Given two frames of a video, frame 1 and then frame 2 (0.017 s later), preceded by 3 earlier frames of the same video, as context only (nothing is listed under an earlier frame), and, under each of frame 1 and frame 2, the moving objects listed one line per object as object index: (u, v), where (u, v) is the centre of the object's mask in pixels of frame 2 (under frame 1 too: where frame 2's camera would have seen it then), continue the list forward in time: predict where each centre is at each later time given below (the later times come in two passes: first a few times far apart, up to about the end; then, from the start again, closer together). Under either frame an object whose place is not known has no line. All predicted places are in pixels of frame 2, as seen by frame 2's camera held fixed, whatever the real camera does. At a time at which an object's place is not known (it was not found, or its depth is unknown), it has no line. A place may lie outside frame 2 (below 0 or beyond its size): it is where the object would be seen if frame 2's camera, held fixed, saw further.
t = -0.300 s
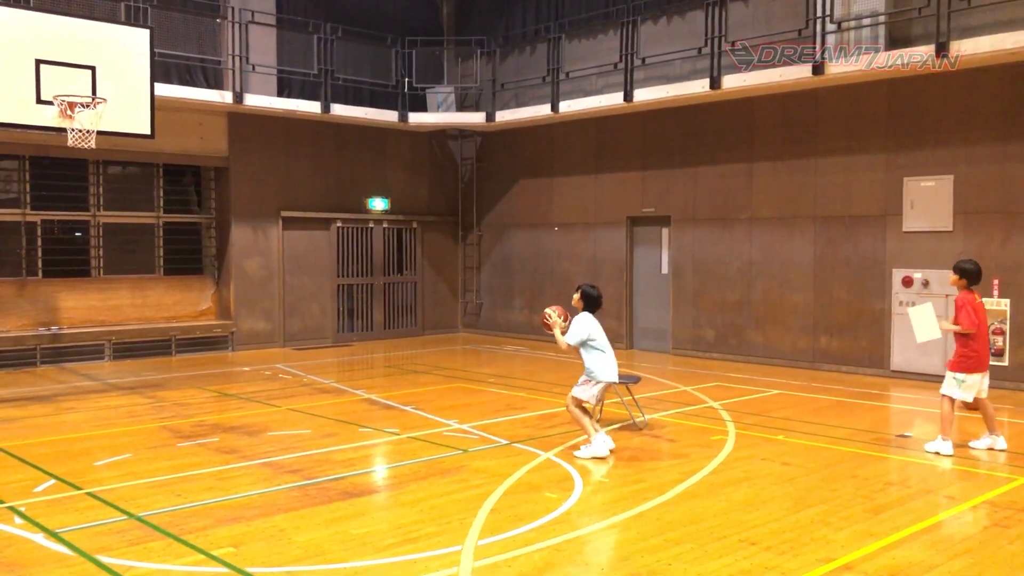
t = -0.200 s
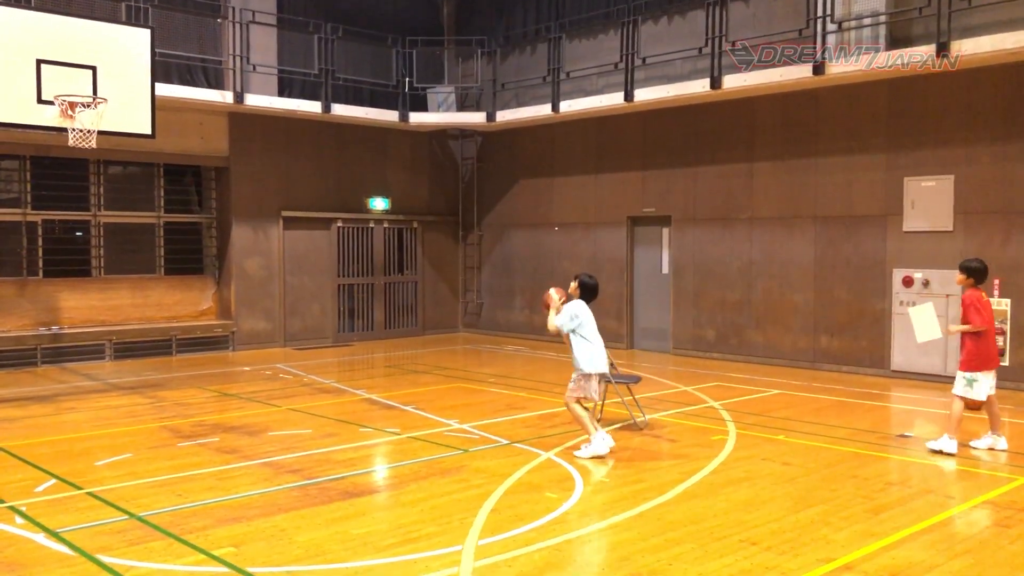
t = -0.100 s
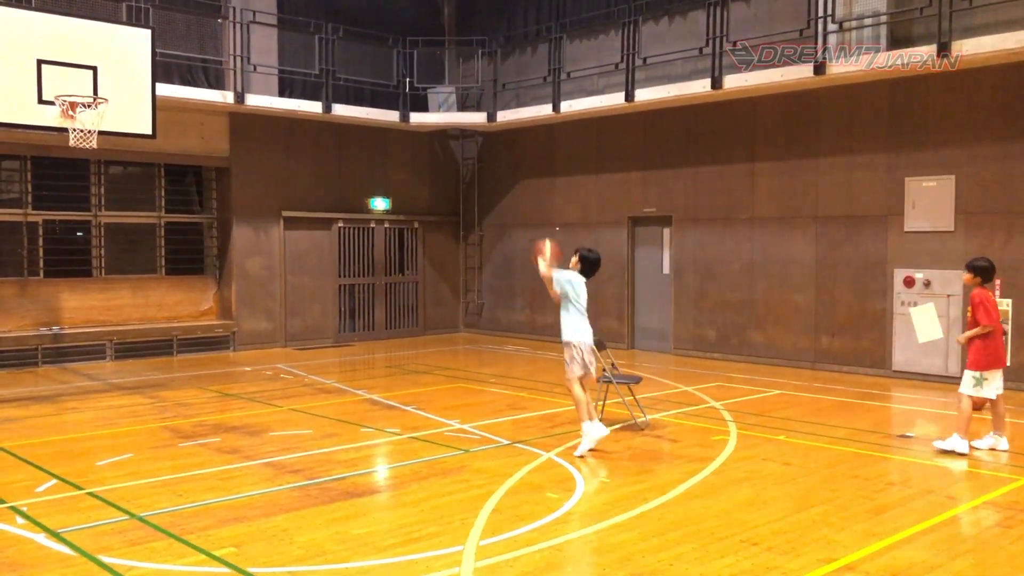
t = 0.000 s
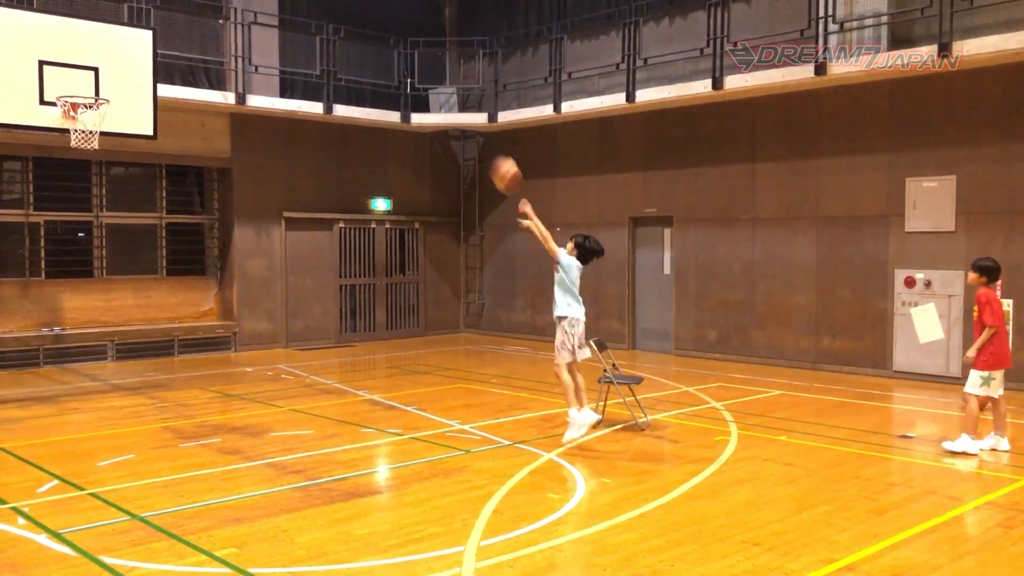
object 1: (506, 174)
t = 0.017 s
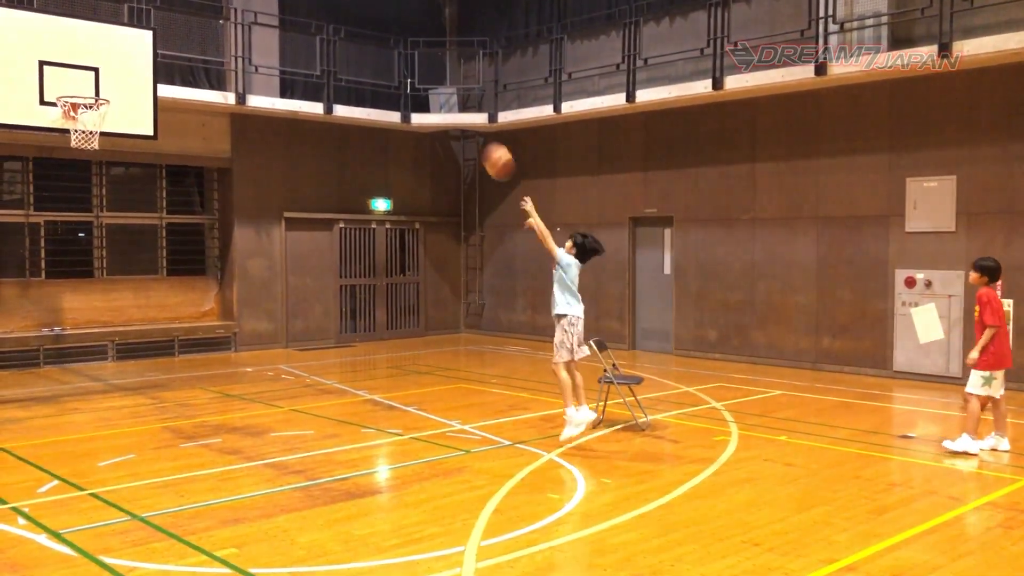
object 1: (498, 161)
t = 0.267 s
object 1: (386, 8)
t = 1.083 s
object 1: (96, 24)
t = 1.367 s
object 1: (68, 37)
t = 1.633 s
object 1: (95, 4)
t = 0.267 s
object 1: (386, 8)
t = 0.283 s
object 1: (379, 4)
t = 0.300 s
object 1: (373, 1)
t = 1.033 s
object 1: (110, 4)
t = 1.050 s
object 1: (106, 10)
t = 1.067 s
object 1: (101, 17)
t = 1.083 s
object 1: (96, 24)
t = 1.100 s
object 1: (91, 31)
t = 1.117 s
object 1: (86, 39)
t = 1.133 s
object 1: (81, 47)
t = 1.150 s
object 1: (76, 56)
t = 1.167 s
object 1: (71, 63)
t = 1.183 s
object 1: (67, 72)
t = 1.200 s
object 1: (62, 81)
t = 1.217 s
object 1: (59, 86)
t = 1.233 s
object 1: (60, 80)
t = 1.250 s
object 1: (61, 73)
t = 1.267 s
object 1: (62, 67)
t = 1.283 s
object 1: (62, 63)
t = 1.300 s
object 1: (63, 58)
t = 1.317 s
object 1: (64, 52)
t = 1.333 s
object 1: (65, 47)
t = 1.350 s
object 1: (67, 42)
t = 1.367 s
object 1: (68, 37)
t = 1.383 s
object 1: (69, 33)
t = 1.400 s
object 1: (70, 29)
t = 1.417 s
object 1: (72, 25)
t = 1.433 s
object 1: (74, 22)
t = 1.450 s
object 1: (76, 18)
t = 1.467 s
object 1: (78, 16)
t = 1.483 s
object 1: (79, 13)
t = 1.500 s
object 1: (81, 11)
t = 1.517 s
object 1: (82, 9)
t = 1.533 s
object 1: (85, 8)
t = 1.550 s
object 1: (86, 6)
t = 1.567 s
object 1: (88, 5)
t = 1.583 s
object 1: (90, 4)
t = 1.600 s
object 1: (91, 4)
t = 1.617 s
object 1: (93, 3)
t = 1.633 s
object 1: (95, 4)
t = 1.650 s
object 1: (96, 4)
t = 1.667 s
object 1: (99, 4)
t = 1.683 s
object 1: (101, 5)
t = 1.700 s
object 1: (102, 6)
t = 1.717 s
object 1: (104, 7)
